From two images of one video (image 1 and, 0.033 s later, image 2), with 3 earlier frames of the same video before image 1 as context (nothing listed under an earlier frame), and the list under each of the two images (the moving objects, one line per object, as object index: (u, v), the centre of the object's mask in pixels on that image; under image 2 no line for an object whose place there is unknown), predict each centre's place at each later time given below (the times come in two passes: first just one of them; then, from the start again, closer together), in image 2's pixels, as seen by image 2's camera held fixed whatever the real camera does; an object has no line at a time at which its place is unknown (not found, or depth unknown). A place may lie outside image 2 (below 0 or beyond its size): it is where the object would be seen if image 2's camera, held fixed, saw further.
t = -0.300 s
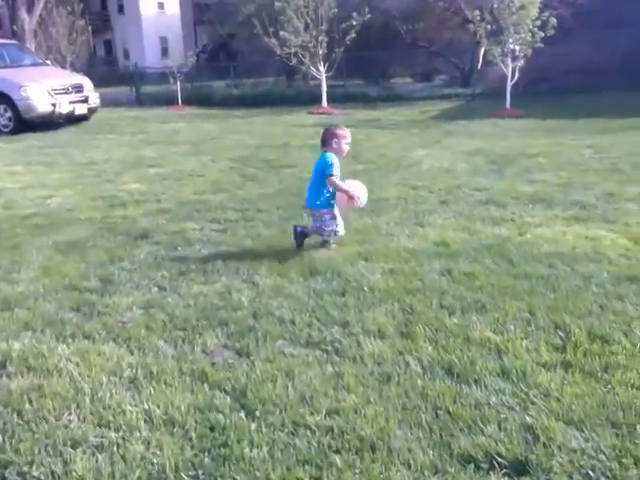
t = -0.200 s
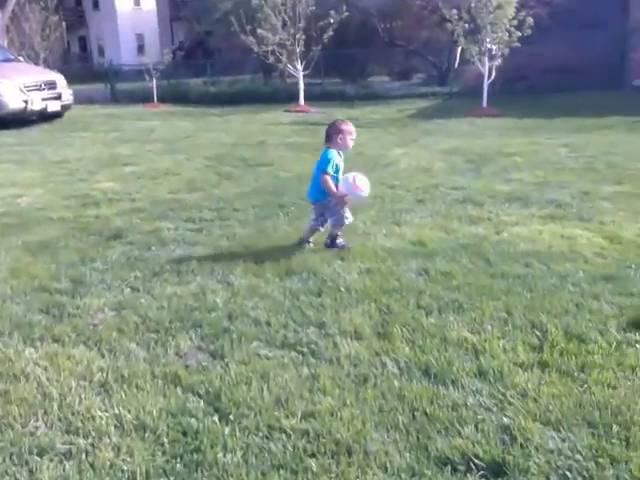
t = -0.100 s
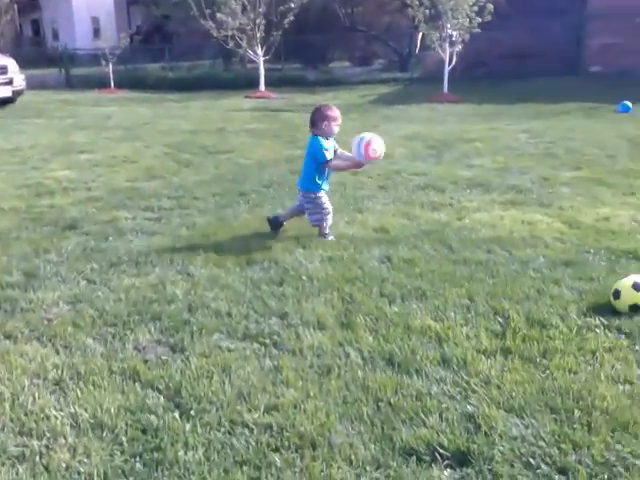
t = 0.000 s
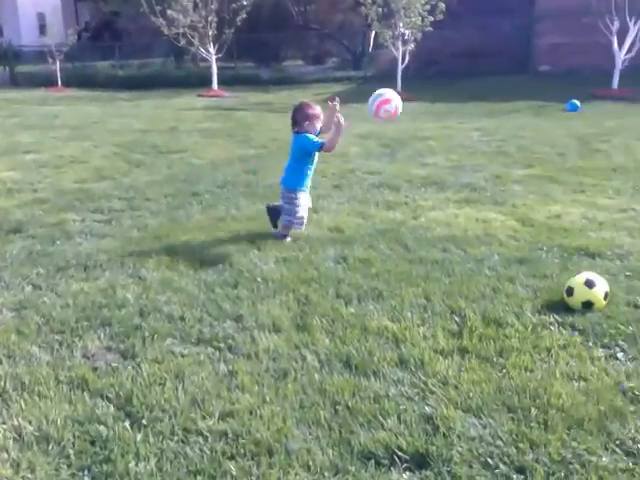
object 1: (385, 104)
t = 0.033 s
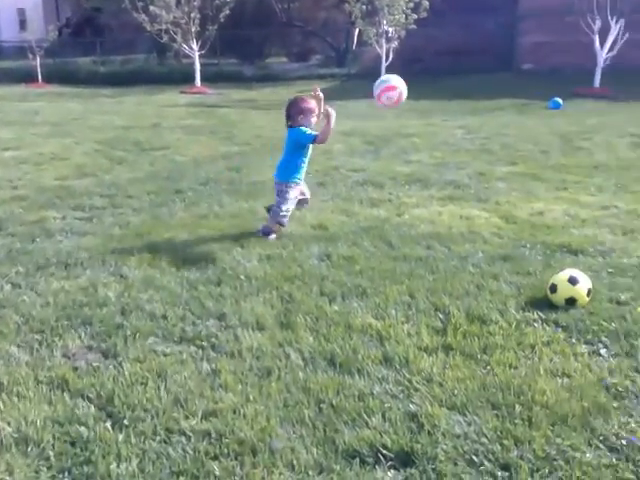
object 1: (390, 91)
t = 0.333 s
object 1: (583, 71)
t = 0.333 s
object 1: (583, 71)
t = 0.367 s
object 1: (602, 79)
